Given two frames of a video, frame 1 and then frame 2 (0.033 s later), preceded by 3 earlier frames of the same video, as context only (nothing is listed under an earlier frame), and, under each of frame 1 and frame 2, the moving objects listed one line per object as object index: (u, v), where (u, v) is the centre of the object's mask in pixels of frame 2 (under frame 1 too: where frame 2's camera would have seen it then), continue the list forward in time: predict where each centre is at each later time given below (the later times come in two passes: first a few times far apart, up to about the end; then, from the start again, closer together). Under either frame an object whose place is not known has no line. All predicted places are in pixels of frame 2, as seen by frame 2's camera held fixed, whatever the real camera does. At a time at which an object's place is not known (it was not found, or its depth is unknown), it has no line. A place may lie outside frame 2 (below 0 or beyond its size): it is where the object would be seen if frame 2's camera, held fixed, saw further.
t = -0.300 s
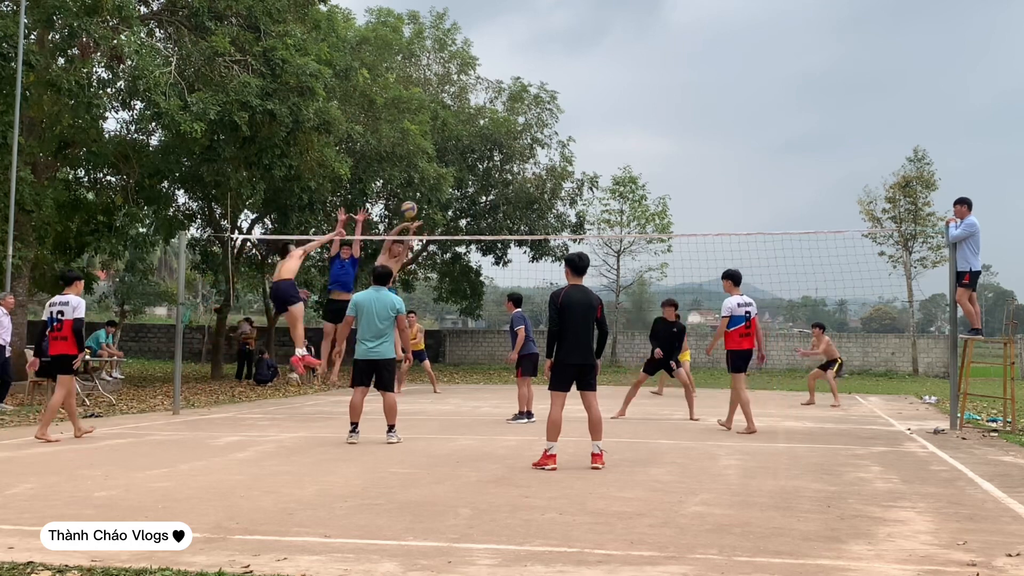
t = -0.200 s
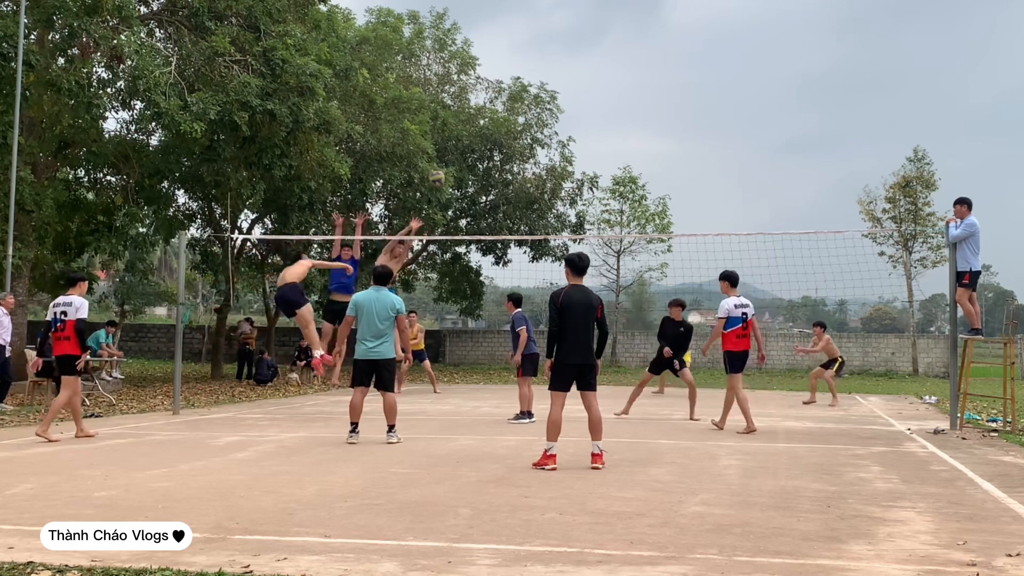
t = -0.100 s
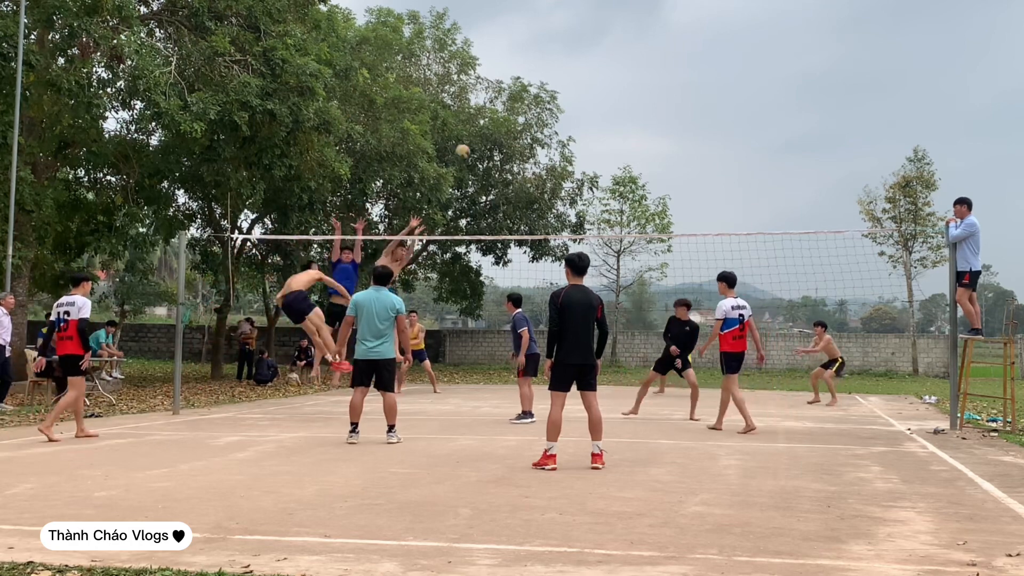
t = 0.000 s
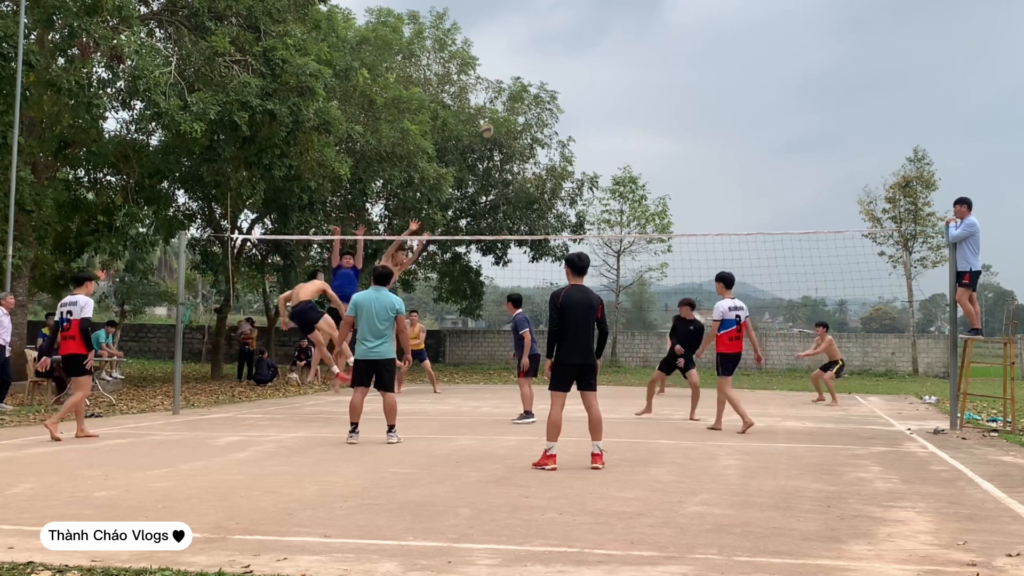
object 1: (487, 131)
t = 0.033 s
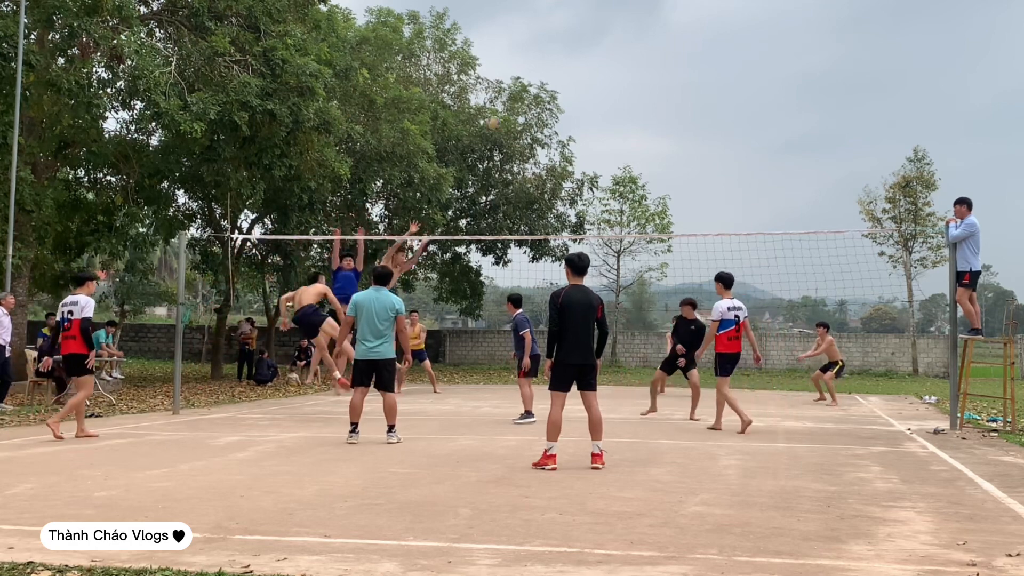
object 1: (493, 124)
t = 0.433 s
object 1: (572, 74)
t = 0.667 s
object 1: (608, 64)
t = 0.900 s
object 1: (665, 74)
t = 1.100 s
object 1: (702, 106)
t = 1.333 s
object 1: (734, 163)
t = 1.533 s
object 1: (754, 223)
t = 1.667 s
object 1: (763, 269)
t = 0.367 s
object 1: (560, 79)
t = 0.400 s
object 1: (566, 76)
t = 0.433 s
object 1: (572, 74)
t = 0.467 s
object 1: (577, 72)
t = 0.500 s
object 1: (583, 70)
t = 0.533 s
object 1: (588, 68)
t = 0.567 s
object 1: (593, 67)
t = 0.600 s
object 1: (598, 66)
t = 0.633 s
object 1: (603, 65)
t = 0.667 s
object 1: (608, 64)
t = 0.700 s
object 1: (618, 63)
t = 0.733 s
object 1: (626, 63)
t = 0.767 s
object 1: (635, 64)
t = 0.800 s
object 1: (643, 66)
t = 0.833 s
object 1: (651, 68)
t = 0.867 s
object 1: (658, 71)
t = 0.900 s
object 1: (665, 74)
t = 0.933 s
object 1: (673, 79)
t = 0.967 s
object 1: (679, 83)
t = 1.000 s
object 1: (685, 88)
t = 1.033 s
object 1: (691, 93)
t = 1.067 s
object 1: (696, 99)
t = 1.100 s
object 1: (702, 106)
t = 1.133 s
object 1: (707, 113)
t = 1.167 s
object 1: (712, 120)
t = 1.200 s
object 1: (717, 128)
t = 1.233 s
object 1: (722, 136)
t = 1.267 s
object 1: (726, 144)
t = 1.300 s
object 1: (730, 153)
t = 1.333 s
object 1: (734, 163)
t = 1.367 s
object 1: (738, 172)
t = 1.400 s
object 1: (742, 182)
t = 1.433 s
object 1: (745, 192)
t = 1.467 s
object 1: (748, 202)
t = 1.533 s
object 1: (754, 223)
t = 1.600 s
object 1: (759, 246)
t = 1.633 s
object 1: (762, 257)
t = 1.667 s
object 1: (763, 269)
